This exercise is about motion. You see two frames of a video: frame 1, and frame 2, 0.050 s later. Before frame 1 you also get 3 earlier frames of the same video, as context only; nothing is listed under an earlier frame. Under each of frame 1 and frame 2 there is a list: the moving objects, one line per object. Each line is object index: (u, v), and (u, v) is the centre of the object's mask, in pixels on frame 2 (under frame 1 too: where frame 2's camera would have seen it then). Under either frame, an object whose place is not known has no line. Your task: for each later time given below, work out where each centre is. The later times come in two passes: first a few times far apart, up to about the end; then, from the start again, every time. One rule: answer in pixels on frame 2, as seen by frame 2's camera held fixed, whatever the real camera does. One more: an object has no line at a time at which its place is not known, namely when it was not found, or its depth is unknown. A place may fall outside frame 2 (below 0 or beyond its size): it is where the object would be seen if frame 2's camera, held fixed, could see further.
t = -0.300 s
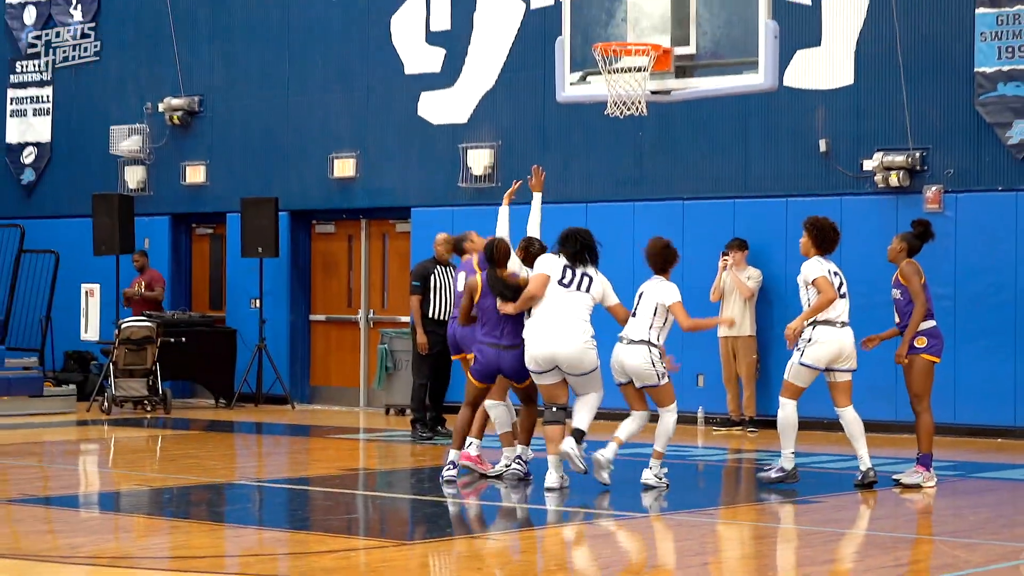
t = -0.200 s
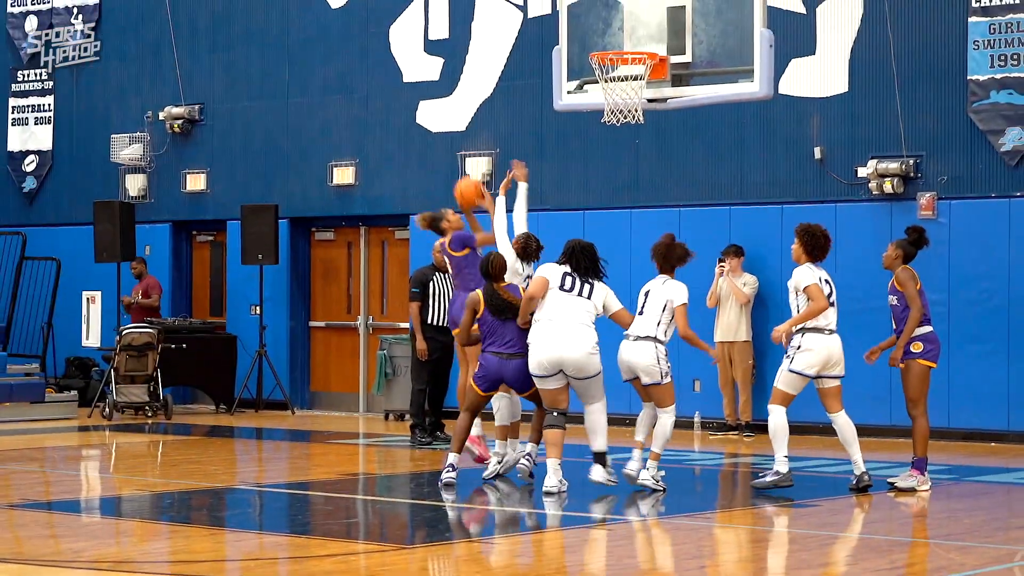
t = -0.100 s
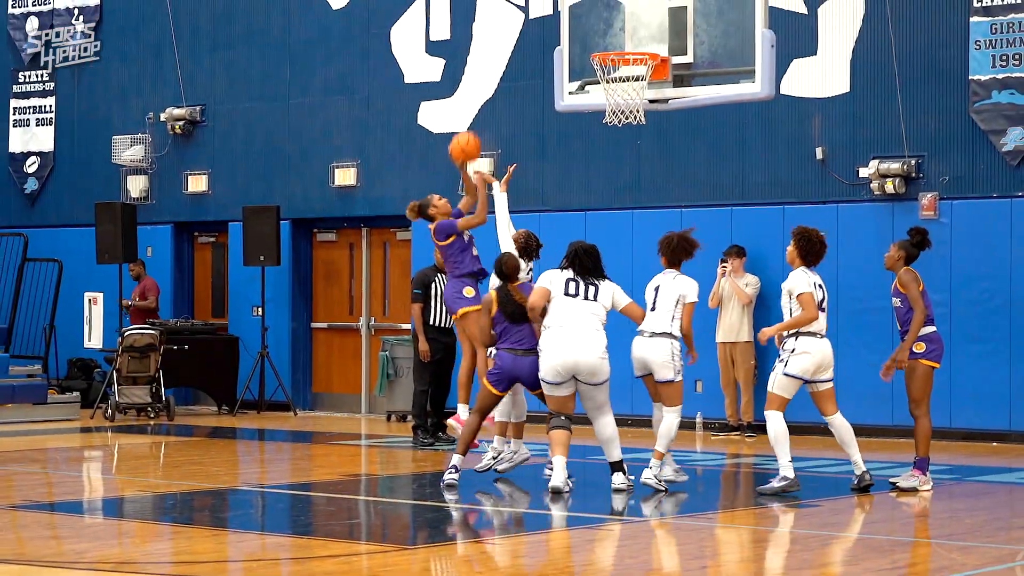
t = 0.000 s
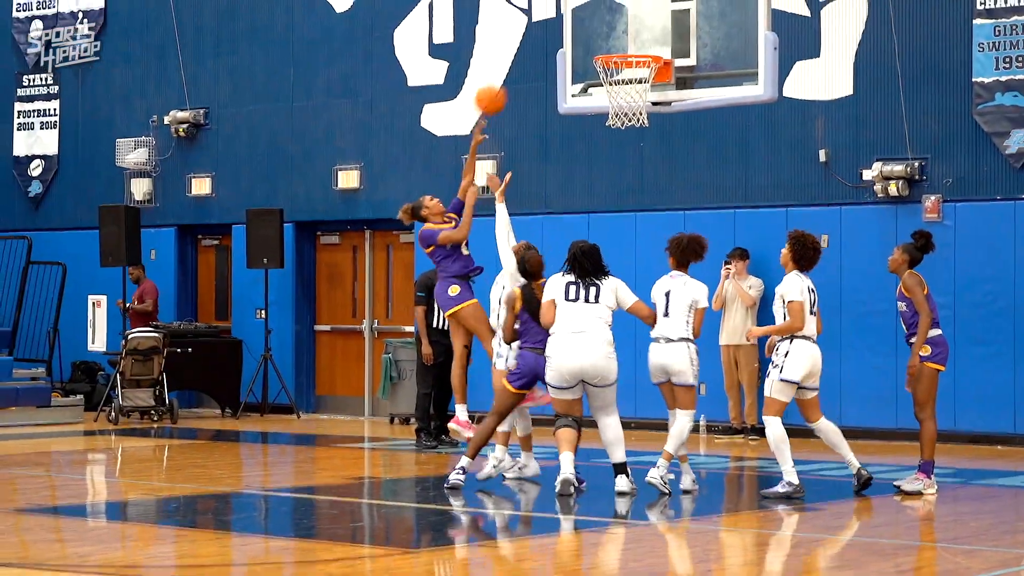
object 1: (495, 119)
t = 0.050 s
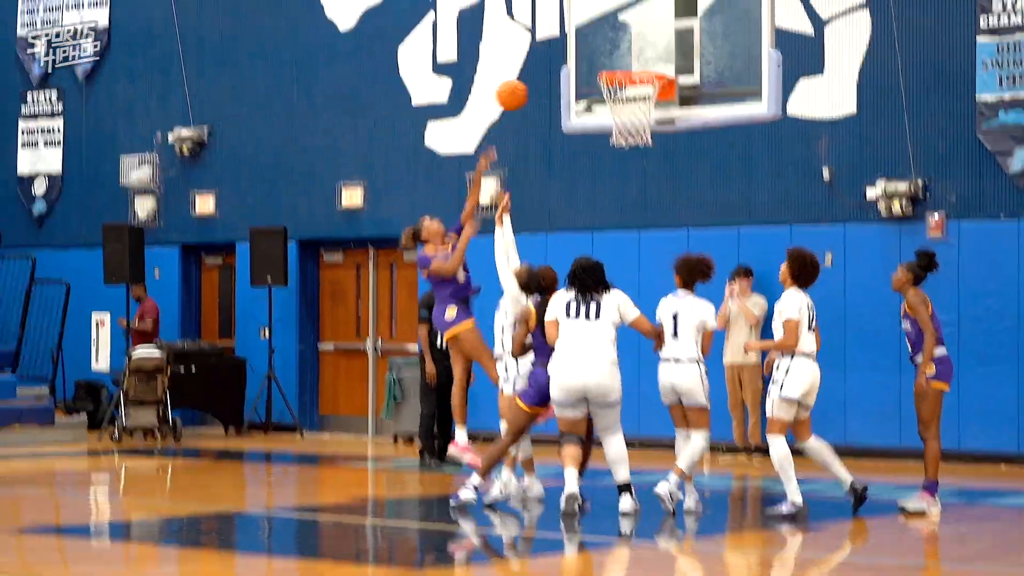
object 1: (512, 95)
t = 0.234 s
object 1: (576, 38)
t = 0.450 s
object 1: (635, 32)
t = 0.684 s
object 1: (621, 67)
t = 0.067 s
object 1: (518, 88)
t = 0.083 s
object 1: (524, 81)
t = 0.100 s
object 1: (530, 75)
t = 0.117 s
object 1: (536, 69)
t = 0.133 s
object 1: (541, 63)
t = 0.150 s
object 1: (547, 58)
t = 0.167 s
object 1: (552, 53)
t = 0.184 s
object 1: (558, 50)
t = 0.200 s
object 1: (564, 45)
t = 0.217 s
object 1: (570, 42)
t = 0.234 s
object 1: (576, 38)
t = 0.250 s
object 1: (582, 35)
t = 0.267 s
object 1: (588, 32)
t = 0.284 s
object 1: (594, 30)
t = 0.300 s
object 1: (600, 28)
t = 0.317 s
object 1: (606, 27)
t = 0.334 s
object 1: (611, 25)
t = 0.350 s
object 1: (617, 24)
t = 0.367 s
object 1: (623, 24)
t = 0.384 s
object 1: (628, 25)
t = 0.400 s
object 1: (631, 26)
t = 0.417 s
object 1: (632, 28)
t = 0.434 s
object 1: (634, 30)
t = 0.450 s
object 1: (635, 32)
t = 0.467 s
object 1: (637, 35)
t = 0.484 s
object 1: (639, 38)
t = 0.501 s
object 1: (640, 41)
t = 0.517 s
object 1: (642, 45)
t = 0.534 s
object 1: (643, 49)
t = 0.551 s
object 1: (644, 54)
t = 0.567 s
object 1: (646, 58)
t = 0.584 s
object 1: (648, 62)
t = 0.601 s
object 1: (646, 64)
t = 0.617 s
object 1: (641, 64)
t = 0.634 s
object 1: (635, 65)
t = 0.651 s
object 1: (631, 65)
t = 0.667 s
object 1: (625, 67)
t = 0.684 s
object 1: (621, 67)
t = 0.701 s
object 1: (618, 68)
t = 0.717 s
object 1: (616, 68)
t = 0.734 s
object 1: (614, 69)
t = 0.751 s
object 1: (612, 70)
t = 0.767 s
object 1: (614, 77)
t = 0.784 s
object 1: (616, 78)
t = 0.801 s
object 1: (618, 78)
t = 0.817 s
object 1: (620, 82)
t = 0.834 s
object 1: (620, 86)
